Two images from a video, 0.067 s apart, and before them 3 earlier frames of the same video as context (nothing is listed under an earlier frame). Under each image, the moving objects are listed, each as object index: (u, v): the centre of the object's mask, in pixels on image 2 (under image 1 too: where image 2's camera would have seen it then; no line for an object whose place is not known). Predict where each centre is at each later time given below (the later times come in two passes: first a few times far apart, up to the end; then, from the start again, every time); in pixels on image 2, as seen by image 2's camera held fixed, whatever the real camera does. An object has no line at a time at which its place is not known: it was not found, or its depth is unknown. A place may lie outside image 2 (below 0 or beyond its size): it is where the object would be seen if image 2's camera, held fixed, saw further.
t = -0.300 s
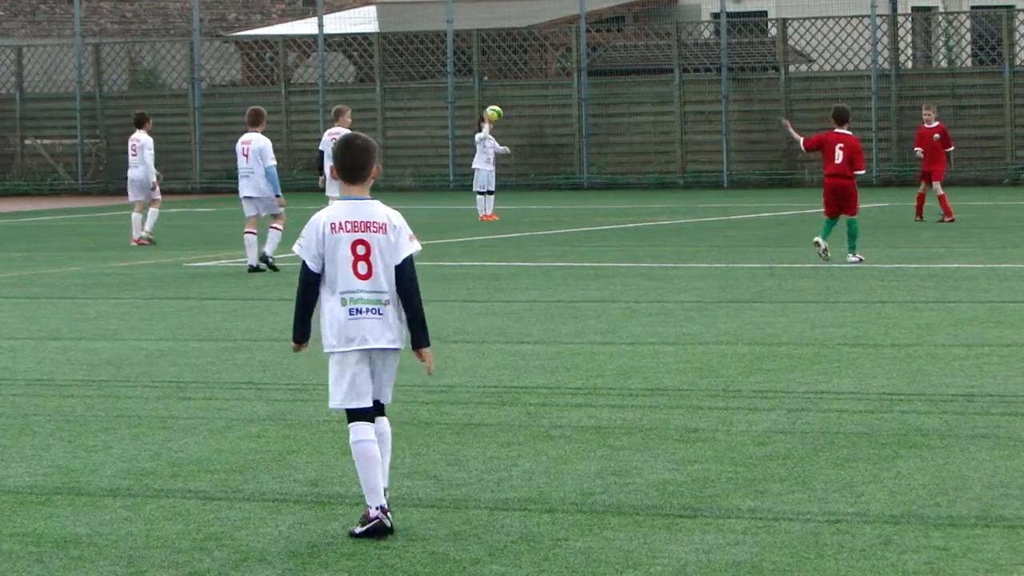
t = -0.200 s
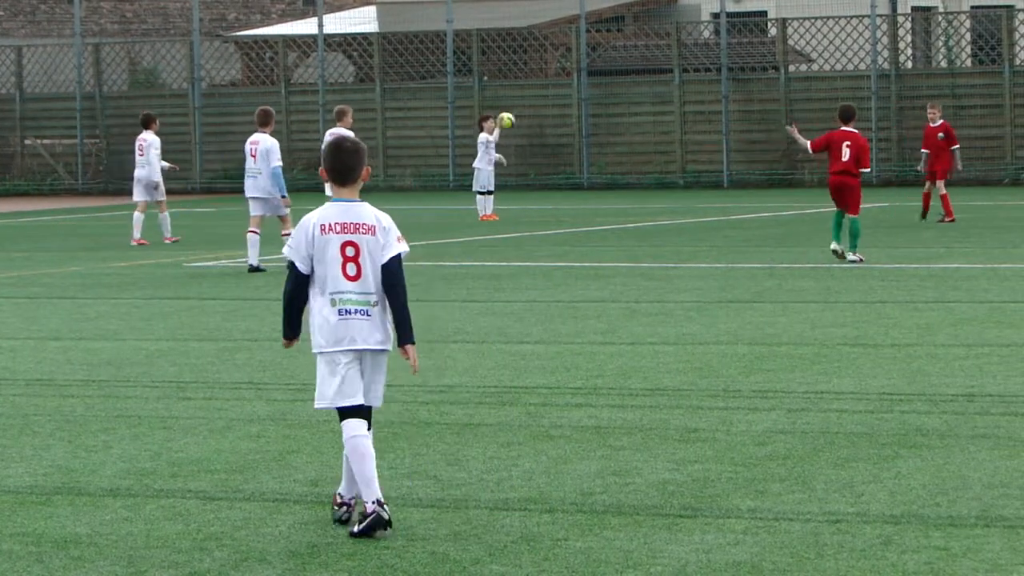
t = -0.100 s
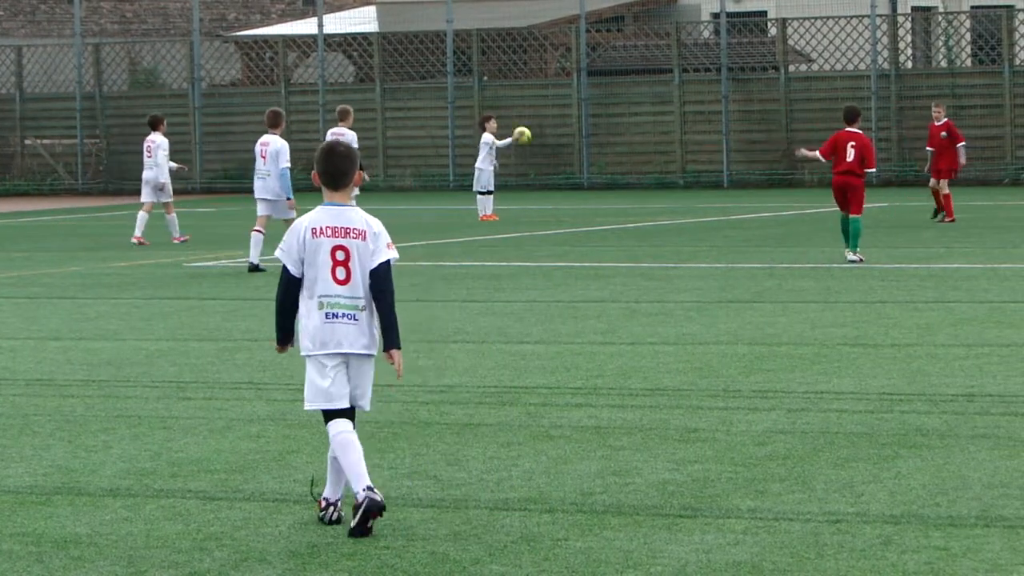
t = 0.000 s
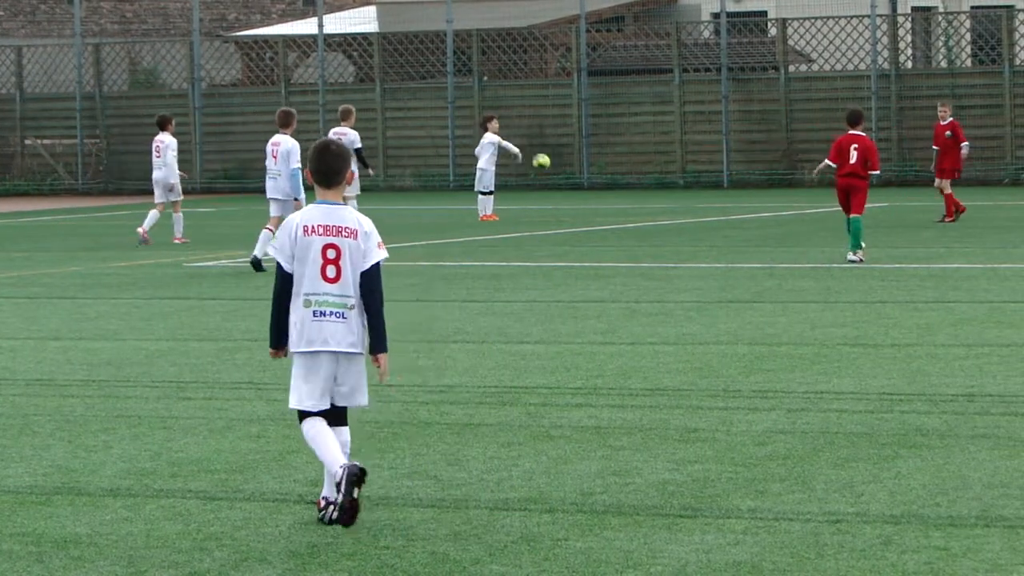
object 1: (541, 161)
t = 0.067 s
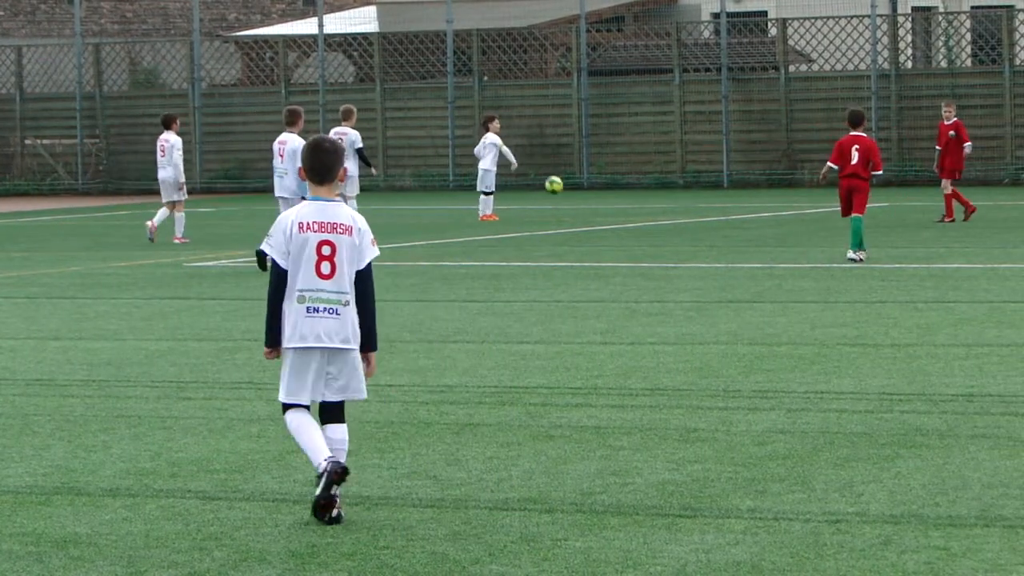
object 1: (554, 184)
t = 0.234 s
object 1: (577, 185)
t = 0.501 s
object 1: (604, 150)
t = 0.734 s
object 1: (629, 163)
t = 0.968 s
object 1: (654, 201)
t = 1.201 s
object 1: (677, 177)
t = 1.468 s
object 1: (703, 199)
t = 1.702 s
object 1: (725, 189)
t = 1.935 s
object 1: (748, 203)
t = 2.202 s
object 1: (772, 202)
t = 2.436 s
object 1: (792, 201)
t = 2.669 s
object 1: (814, 200)
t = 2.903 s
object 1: (832, 198)
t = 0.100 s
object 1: (560, 197)
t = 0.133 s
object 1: (566, 209)
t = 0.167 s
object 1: (570, 203)
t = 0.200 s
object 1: (573, 194)
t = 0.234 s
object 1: (577, 185)
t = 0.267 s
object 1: (580, 178)
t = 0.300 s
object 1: (584, 171)
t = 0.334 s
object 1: (587, 166)
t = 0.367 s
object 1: (591, 161)
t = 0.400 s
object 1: (594, 157)
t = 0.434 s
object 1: (597, 154)
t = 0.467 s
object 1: (601, 151)
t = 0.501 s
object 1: (604, 150)
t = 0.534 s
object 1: (608, 149)
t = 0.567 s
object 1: (611, 149)
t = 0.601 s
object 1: (615, 151)
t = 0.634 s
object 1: (620, 151)
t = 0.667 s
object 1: (623, 156)
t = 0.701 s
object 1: (626, 159)
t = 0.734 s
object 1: (629, 163)
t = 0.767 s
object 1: (634, 169)
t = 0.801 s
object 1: (637, 175)
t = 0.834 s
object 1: (640, 182)
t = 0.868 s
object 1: (644, 190)
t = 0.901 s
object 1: (648, 199)
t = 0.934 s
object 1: (651, 207)
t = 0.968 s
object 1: (654, 201)
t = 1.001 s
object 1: (657, 195)
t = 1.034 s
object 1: (661, 190)
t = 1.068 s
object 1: (664, 185)
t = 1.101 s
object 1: (668, 182)
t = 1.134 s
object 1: (671, 180)
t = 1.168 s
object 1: (674, 177)
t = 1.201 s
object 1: (677, 177)
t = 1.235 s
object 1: (680, 176)
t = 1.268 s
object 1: (683, 177)
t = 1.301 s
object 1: (687, 178)
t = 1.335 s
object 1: (690, 181)
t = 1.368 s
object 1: (694, 184)
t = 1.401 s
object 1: (697, 187)
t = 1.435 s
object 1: (700, 193)
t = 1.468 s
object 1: (703, 199)
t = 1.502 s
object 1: (707, 205)
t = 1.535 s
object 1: (710, 201)
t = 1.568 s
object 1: (714, 197)
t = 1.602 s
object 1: (716, 194)
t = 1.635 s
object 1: (719, 192)
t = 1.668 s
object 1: (722, 190)
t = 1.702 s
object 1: (725, 189)
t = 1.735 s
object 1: (729, 189)
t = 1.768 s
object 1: (732, 190)
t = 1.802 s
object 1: (735, 191)
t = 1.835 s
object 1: (738, 194)
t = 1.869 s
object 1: (741, 197)
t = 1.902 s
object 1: (744, 201)
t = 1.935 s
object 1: (748, 203)
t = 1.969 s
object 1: (750, 200)
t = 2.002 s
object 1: (753, 197)
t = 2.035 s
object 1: (757, 196)
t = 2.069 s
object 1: (759, 196)
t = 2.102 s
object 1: (762, 196)
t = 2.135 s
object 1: (765, 197)
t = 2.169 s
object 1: (768, 199)
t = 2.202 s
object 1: (772, 202)
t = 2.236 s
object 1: (775, 202)
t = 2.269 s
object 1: (777, 201)
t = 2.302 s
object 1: (781, 199)
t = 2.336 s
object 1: (783, 199)
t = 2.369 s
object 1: (786, 199)
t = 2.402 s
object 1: (789, 201)
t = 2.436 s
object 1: (792, 201)
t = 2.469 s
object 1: (796, 200)
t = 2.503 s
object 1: (799, 199)
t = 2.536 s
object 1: (801, 200)
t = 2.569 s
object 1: (804, 200)
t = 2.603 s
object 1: (807, 200)
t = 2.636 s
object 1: (810, 199)
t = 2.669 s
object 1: (814, 200)
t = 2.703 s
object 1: (816, 199)
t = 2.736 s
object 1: (818, 199)
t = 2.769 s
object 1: (821, 200)
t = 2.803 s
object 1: (824, 200)
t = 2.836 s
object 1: (827, 200)
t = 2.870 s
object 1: (830, 199)
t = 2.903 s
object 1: (832, 198)
